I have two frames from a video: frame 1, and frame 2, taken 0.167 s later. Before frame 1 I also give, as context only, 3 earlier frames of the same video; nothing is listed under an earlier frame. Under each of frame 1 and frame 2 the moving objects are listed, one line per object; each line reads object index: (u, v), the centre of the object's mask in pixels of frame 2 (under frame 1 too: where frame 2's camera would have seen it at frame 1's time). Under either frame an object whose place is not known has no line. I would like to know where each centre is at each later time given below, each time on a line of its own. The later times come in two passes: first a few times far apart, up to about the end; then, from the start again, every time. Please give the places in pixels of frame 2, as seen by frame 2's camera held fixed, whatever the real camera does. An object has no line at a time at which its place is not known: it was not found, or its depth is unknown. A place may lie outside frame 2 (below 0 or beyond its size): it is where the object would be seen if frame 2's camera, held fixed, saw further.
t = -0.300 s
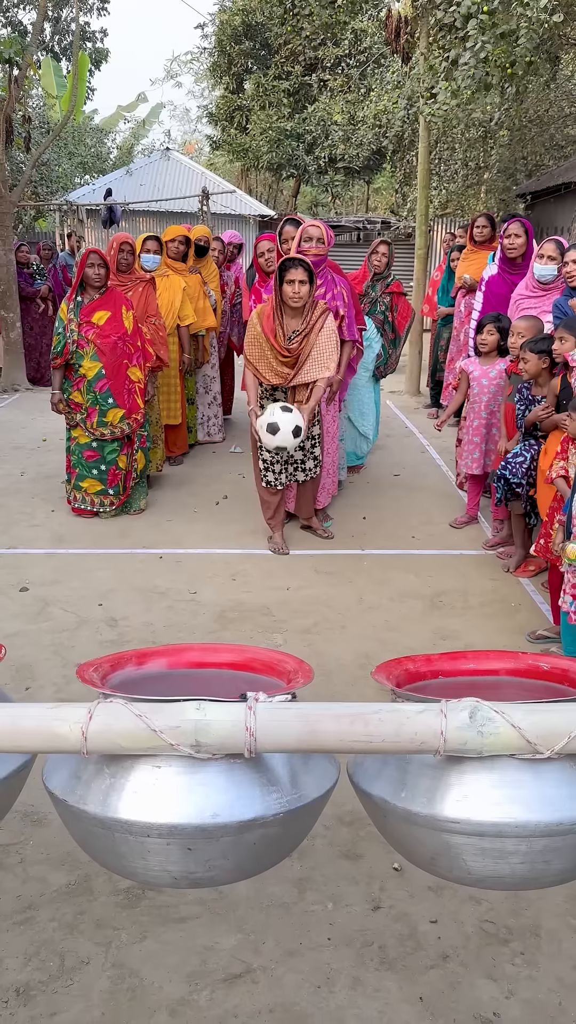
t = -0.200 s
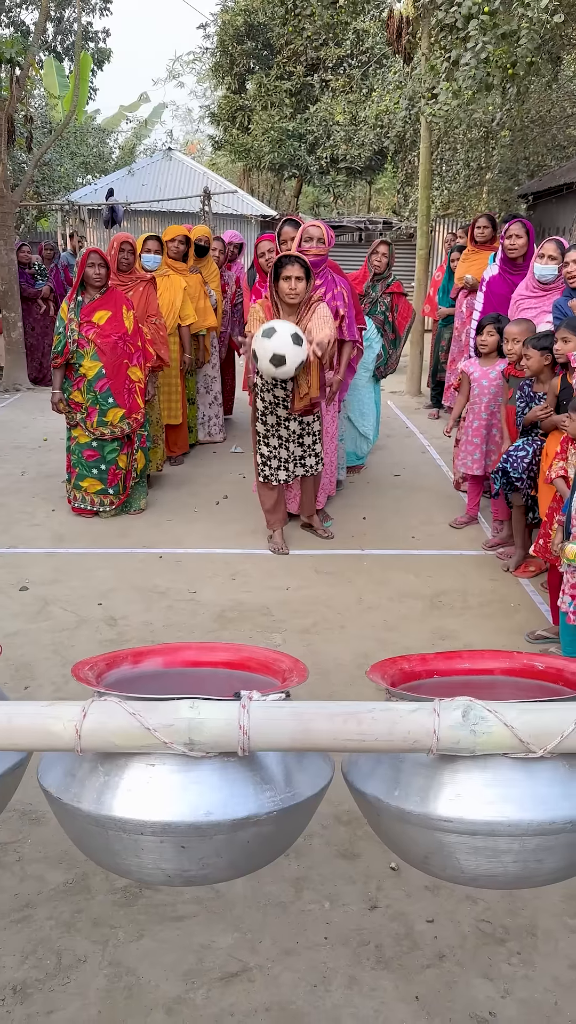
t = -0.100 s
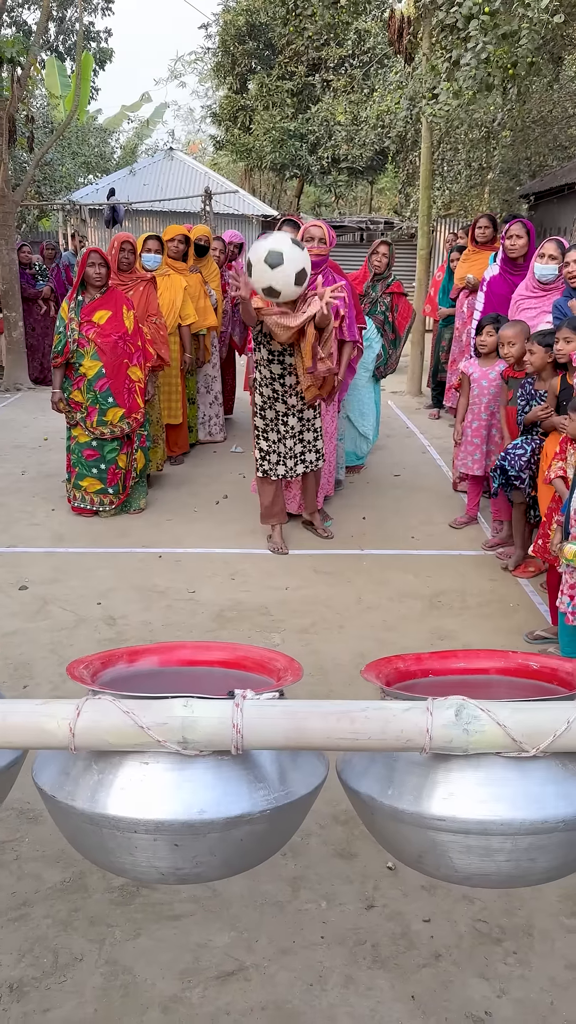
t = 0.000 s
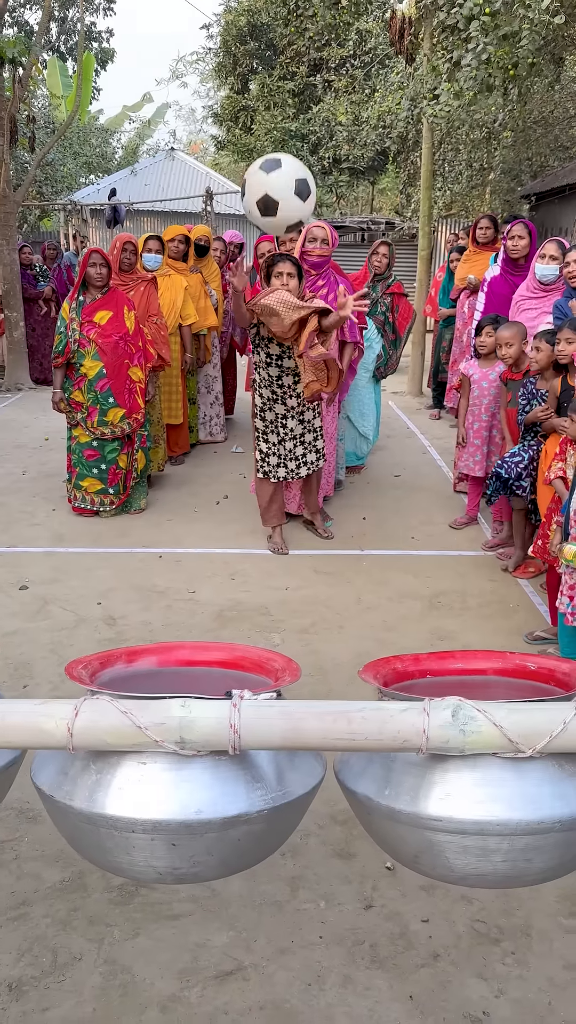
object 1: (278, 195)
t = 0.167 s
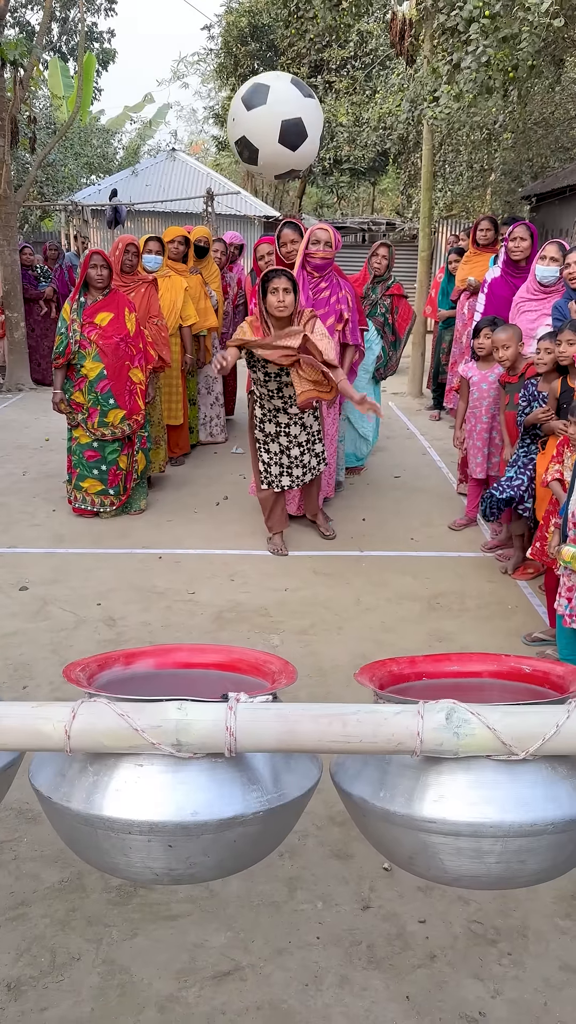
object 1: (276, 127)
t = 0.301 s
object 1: (269, 159)
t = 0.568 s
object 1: (243, 730)
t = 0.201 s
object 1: (274, 125)
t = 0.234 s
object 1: (272, 129)
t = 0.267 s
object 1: (271, 140)
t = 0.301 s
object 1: (269, 159)
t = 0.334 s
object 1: (269, 185)
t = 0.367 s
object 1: (266, 222)
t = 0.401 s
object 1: (264, 272)
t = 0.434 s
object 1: (260, 337)
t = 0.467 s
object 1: (257, 415)
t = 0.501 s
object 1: (253, 514)
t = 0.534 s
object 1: (248, 636)
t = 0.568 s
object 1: (243, 730)
